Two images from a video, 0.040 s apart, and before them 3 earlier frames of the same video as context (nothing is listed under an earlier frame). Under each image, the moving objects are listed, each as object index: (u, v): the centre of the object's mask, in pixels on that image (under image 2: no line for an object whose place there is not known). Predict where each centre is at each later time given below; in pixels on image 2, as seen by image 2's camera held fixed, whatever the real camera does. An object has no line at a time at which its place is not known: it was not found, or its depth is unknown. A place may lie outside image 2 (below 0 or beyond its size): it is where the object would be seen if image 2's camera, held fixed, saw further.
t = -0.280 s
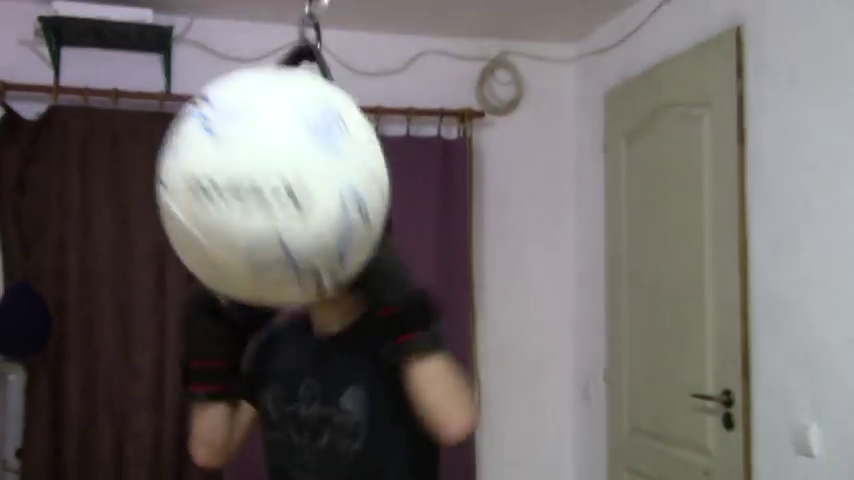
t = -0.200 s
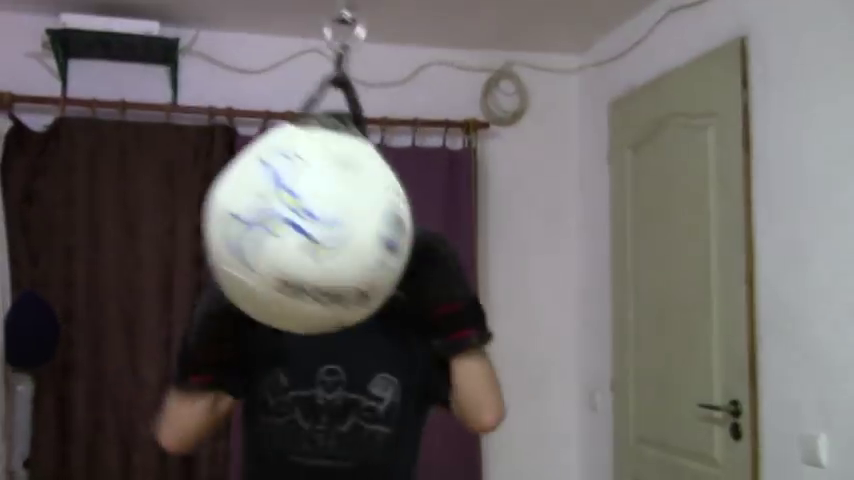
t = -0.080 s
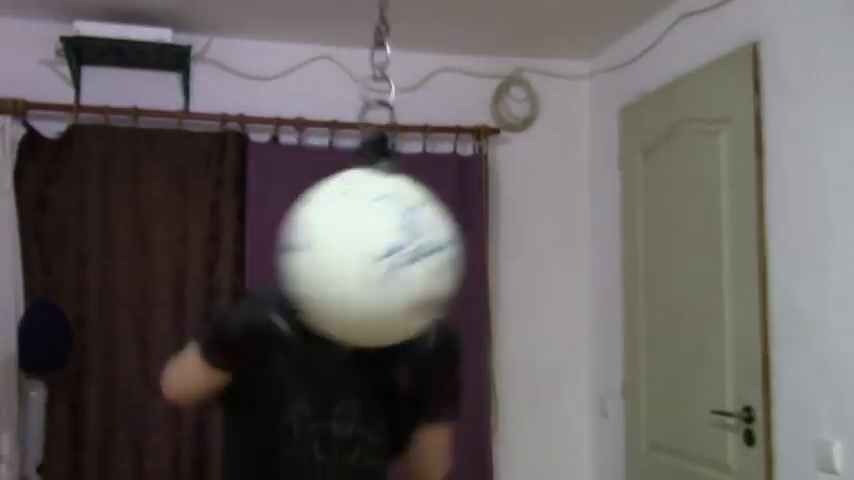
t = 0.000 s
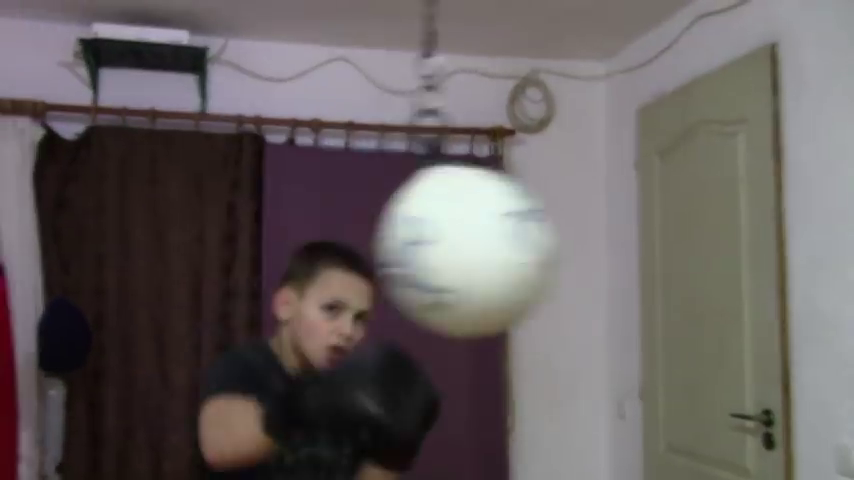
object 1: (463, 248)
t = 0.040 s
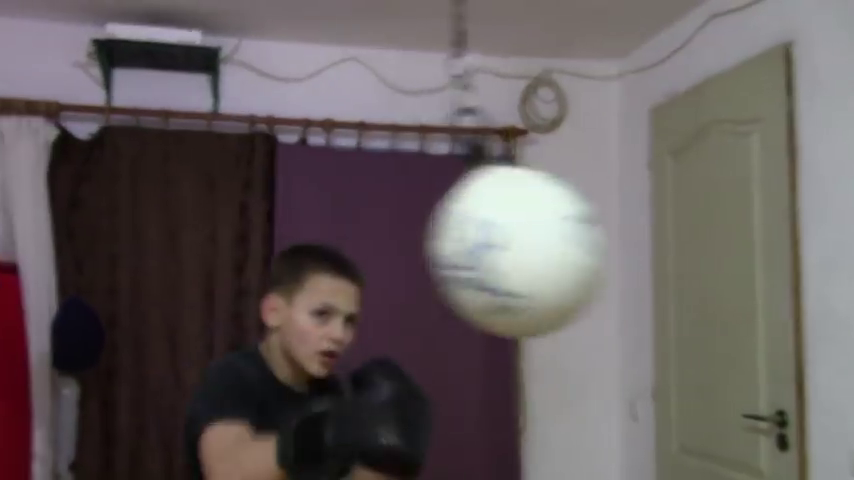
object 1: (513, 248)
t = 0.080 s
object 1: (553, 250)
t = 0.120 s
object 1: (594, 247)
